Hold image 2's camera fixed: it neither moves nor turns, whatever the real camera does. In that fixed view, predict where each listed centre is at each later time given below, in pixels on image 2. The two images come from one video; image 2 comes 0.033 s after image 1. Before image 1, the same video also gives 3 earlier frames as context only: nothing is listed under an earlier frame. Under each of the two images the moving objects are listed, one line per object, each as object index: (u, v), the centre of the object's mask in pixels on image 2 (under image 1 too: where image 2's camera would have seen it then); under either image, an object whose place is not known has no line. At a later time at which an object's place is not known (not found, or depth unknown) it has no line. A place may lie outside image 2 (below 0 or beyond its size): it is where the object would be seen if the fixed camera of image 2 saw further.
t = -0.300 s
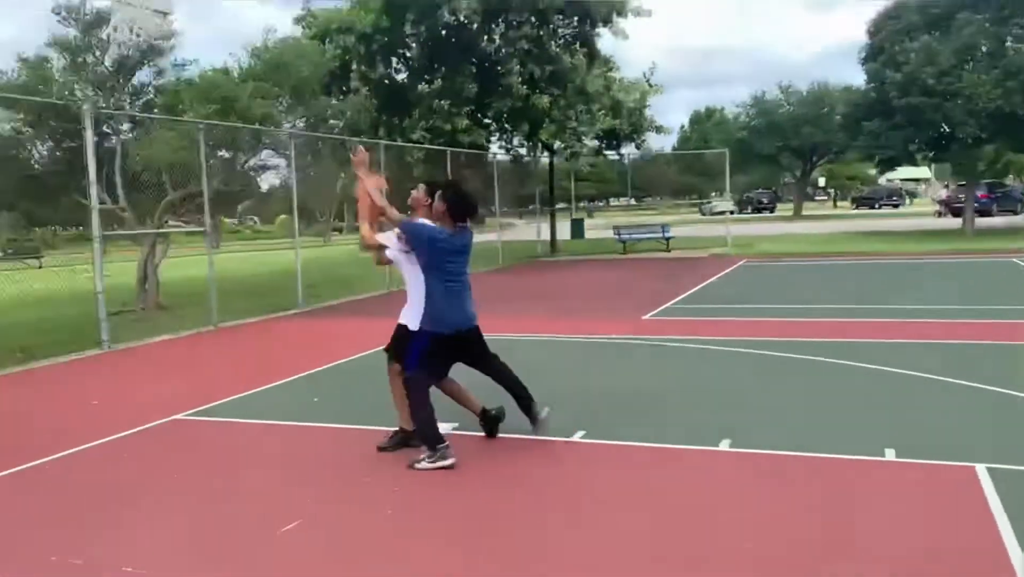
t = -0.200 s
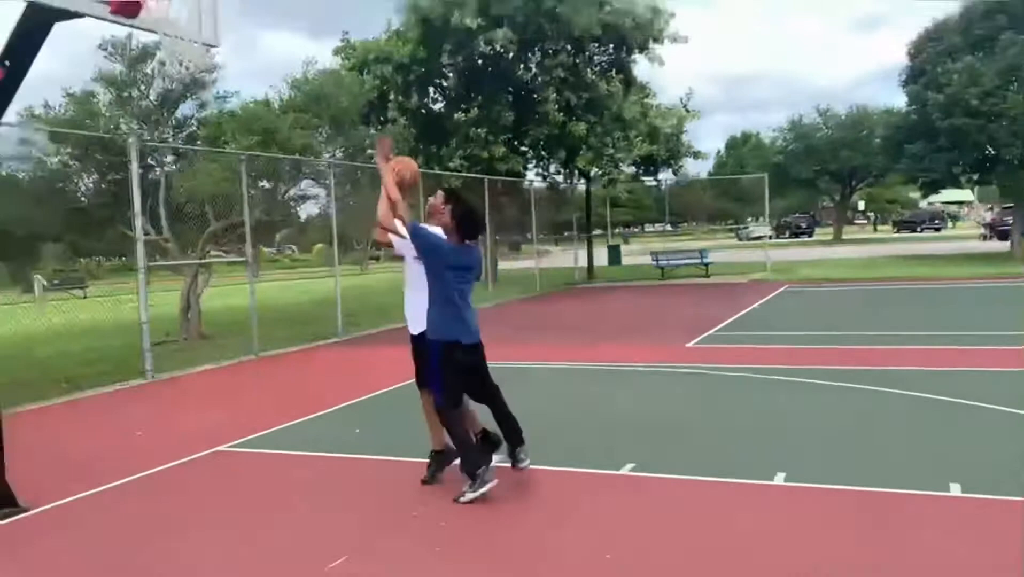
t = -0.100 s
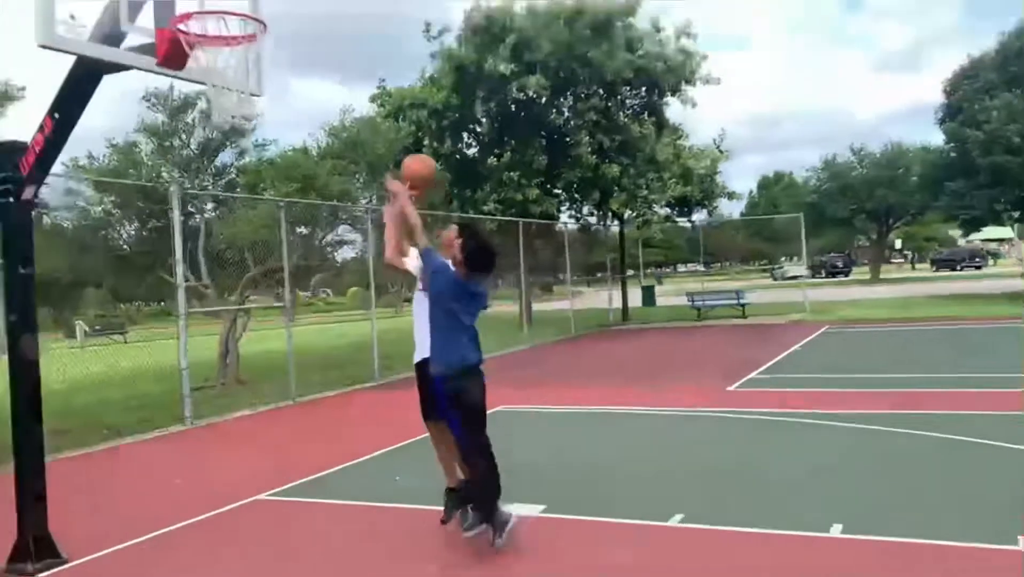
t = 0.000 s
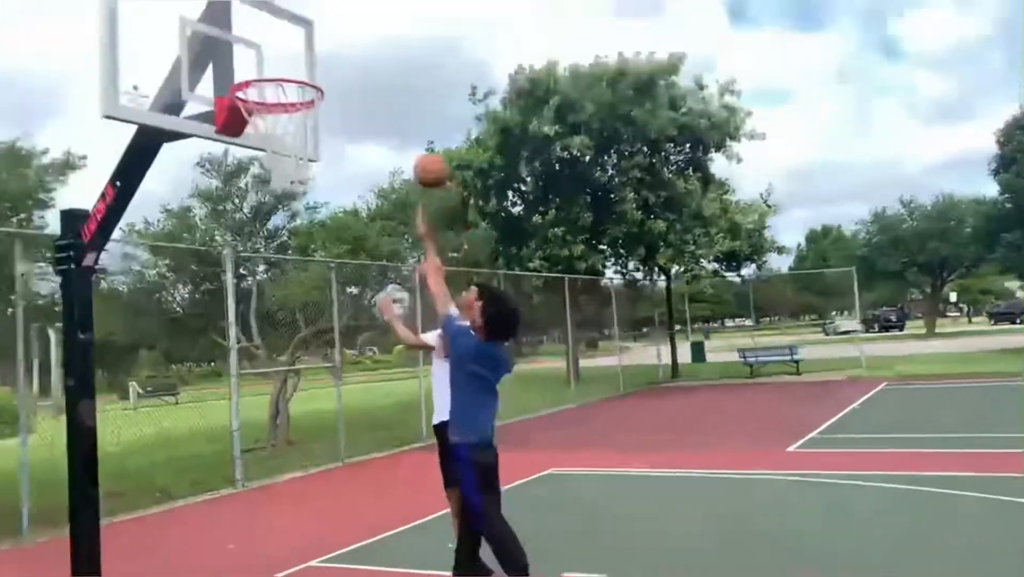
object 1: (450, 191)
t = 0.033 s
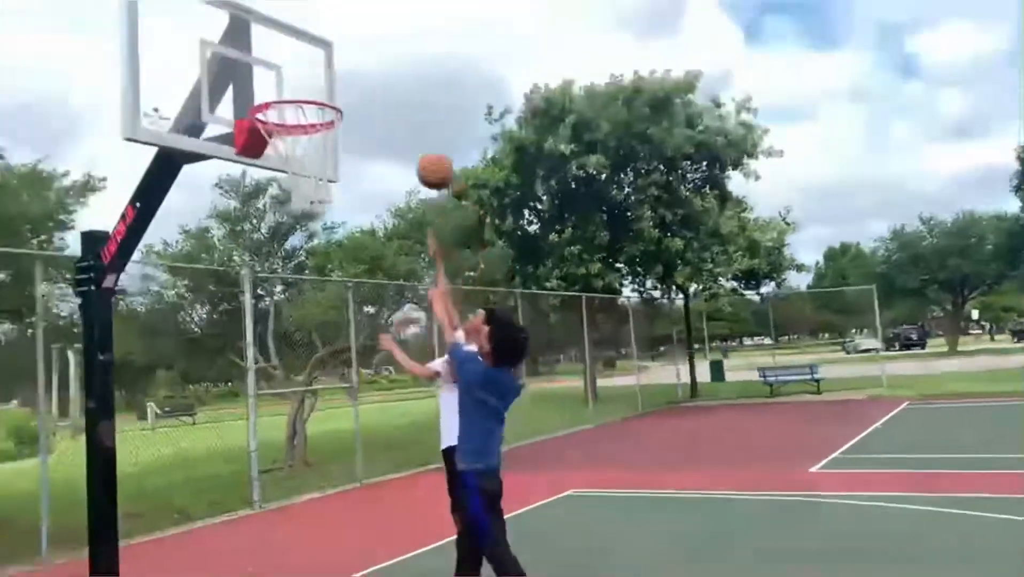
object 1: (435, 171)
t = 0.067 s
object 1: (420, 154)
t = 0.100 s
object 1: (405, 137)
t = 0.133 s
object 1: (391, 122)
